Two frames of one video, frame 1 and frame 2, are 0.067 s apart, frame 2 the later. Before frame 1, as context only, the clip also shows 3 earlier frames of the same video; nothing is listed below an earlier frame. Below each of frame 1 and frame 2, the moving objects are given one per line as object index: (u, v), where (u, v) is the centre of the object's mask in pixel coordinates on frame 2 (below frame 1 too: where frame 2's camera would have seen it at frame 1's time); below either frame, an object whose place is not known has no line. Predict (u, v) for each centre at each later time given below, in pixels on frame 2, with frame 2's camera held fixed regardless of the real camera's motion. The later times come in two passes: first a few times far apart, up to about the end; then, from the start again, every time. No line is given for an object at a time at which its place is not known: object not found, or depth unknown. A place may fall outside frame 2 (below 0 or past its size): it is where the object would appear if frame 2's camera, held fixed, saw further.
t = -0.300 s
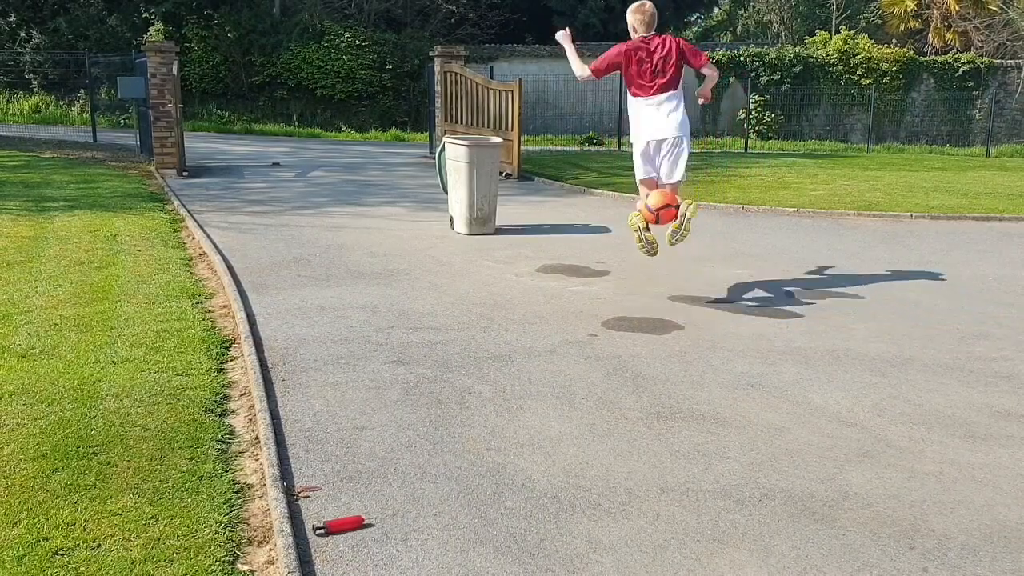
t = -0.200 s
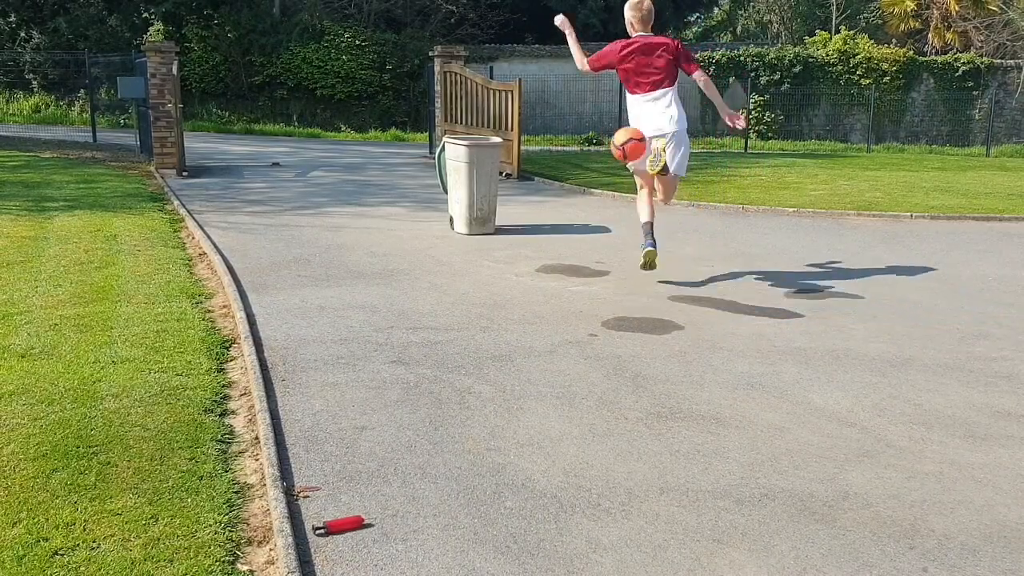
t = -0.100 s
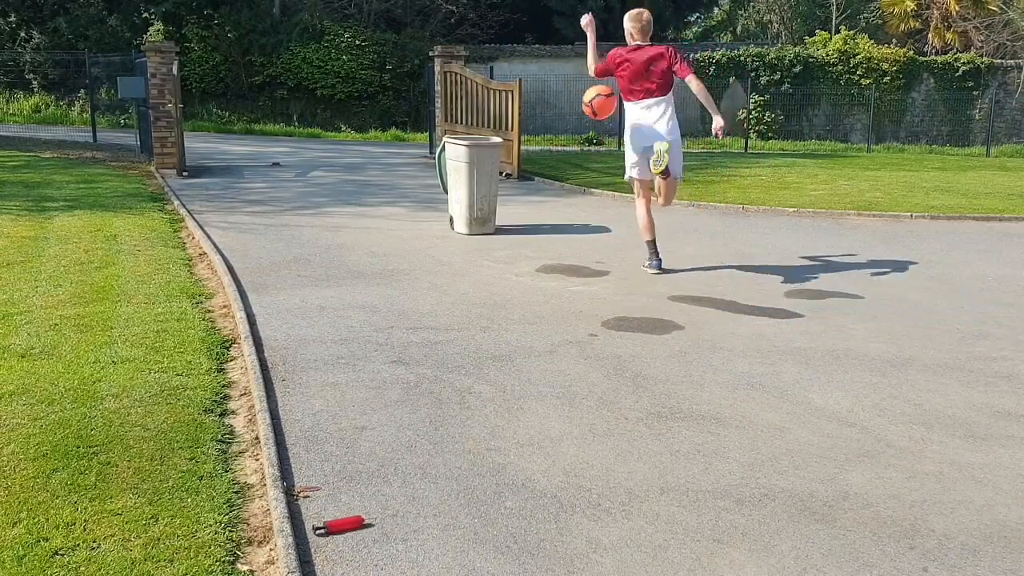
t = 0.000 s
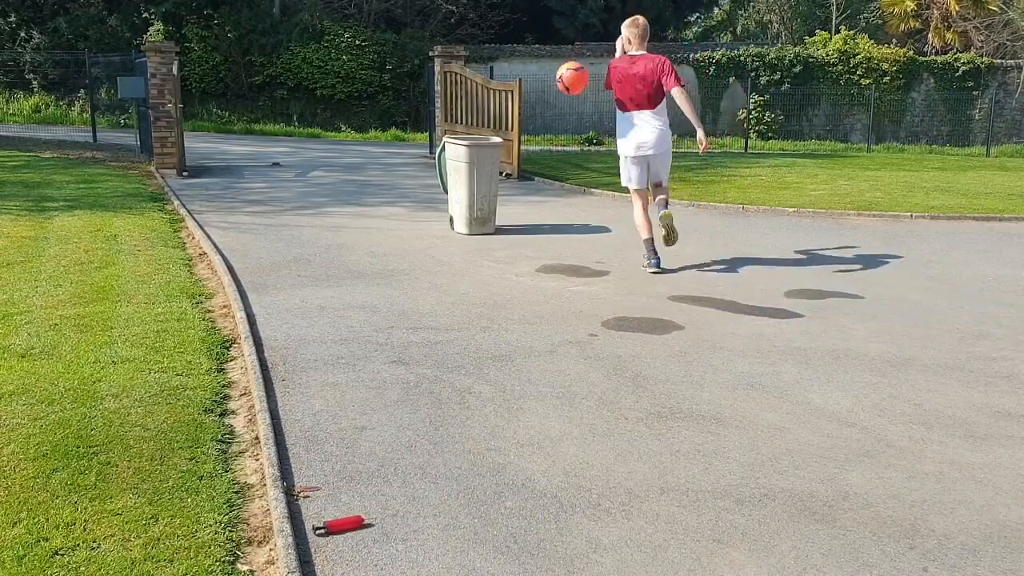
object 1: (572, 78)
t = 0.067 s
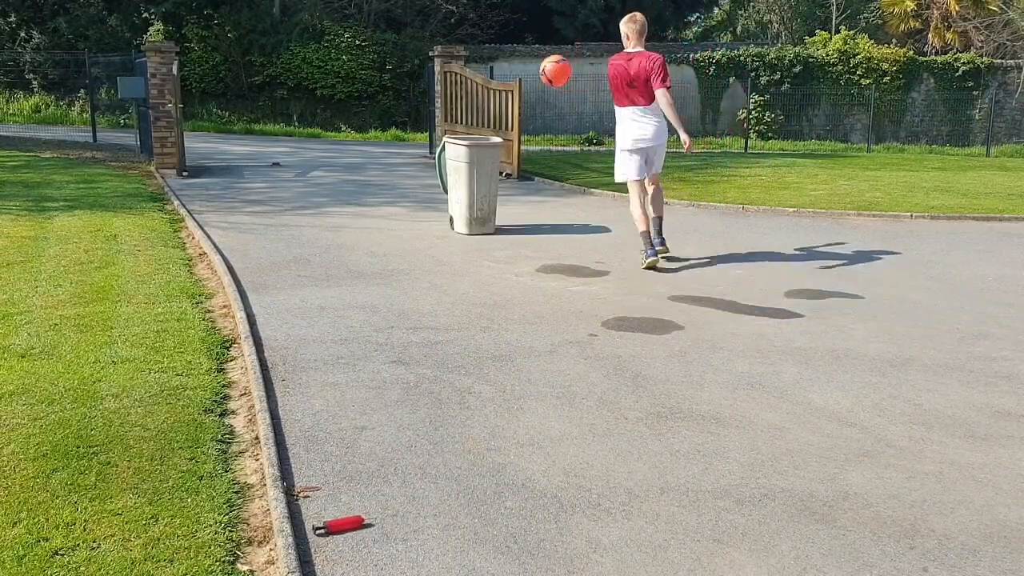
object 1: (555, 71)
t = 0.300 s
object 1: (504, 94)
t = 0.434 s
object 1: (481, 132)
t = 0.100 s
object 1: (547, 70)
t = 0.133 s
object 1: (540, 71)
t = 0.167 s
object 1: (533, 73)
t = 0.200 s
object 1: (525, 76)
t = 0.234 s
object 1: (518, 81)
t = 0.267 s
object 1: (511, 87)
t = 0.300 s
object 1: (504, 94)
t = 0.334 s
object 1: (499, 103)
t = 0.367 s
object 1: (492, 113)
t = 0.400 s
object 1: (486, 123)
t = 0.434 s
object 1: (481, 132)
